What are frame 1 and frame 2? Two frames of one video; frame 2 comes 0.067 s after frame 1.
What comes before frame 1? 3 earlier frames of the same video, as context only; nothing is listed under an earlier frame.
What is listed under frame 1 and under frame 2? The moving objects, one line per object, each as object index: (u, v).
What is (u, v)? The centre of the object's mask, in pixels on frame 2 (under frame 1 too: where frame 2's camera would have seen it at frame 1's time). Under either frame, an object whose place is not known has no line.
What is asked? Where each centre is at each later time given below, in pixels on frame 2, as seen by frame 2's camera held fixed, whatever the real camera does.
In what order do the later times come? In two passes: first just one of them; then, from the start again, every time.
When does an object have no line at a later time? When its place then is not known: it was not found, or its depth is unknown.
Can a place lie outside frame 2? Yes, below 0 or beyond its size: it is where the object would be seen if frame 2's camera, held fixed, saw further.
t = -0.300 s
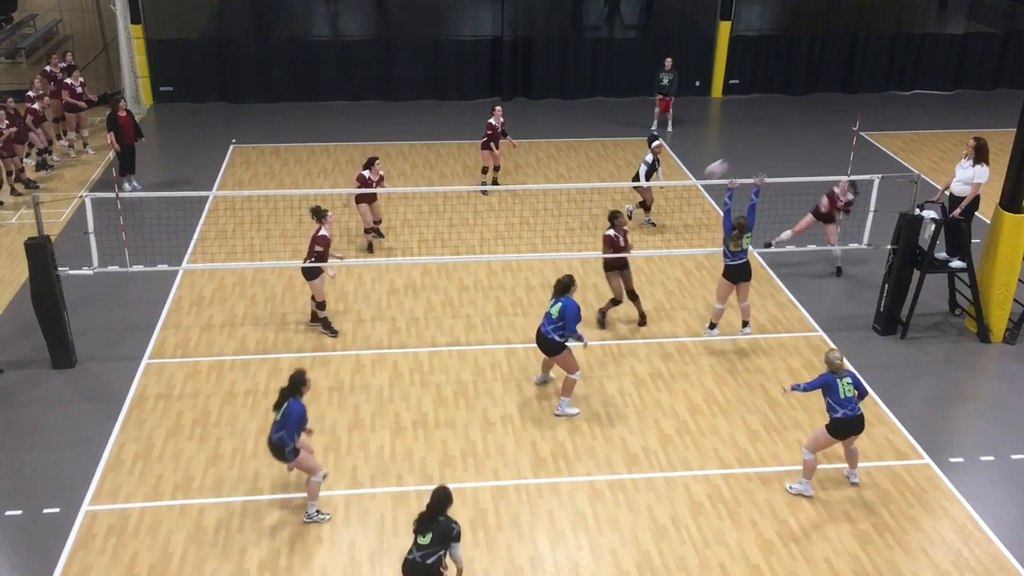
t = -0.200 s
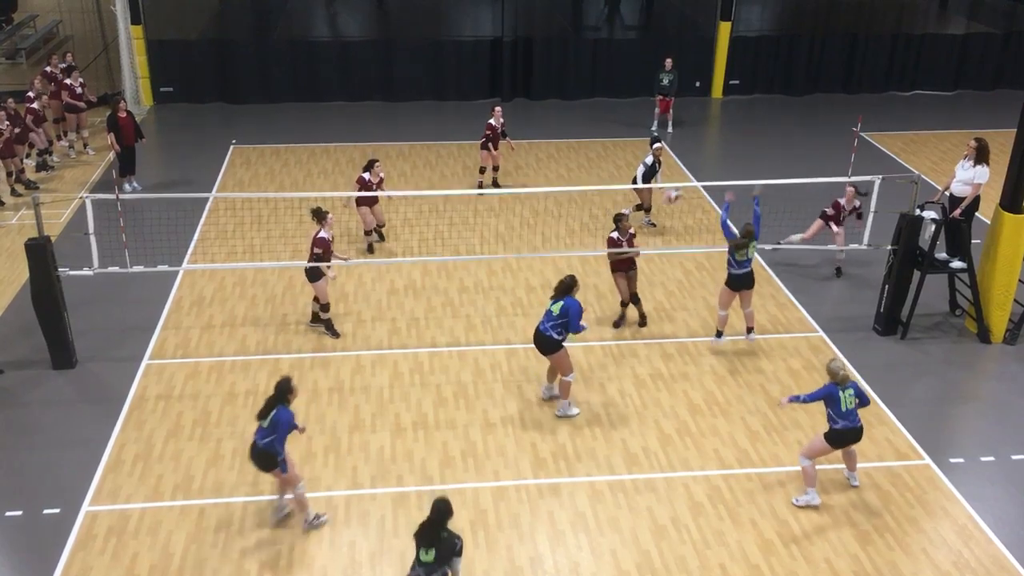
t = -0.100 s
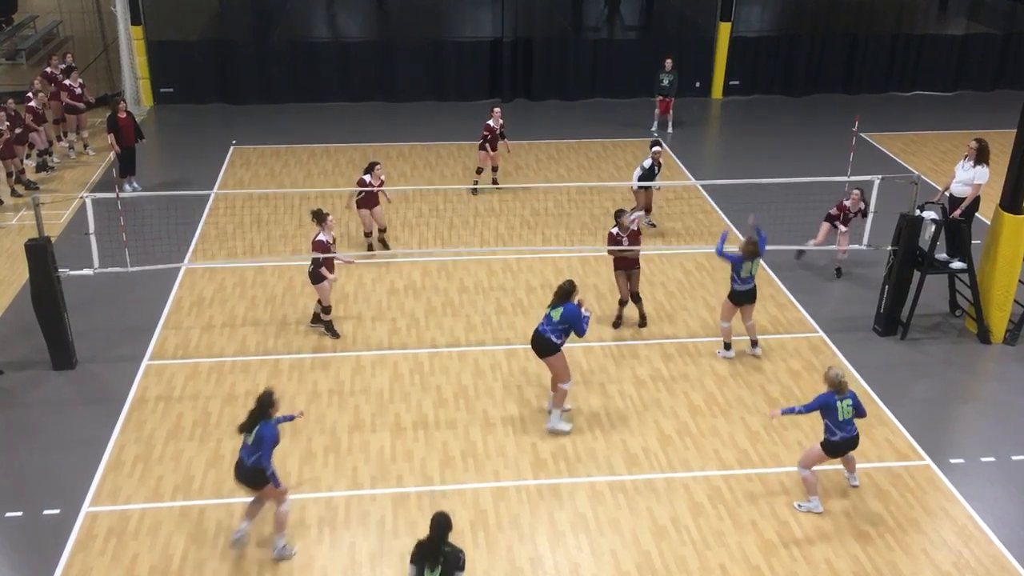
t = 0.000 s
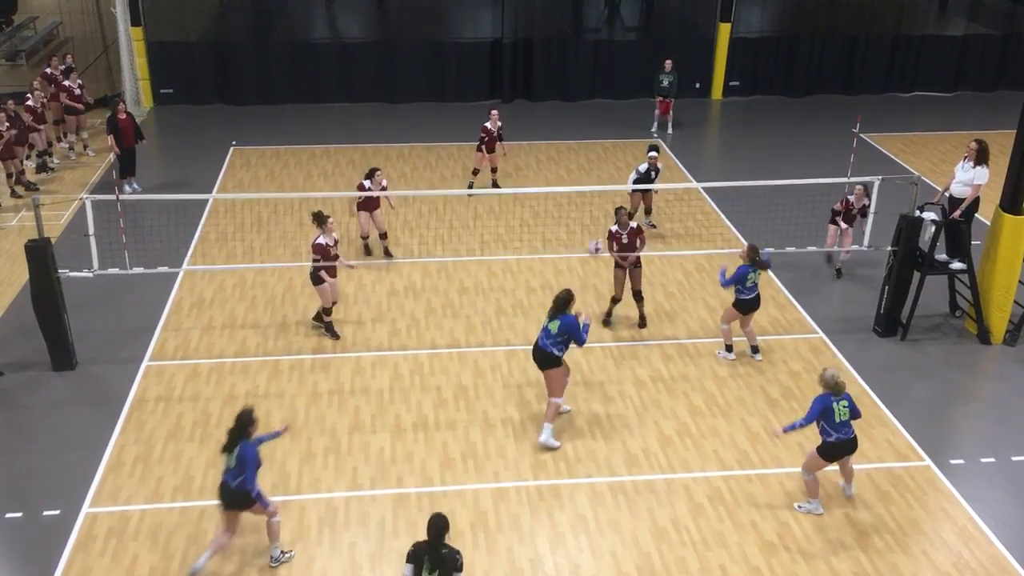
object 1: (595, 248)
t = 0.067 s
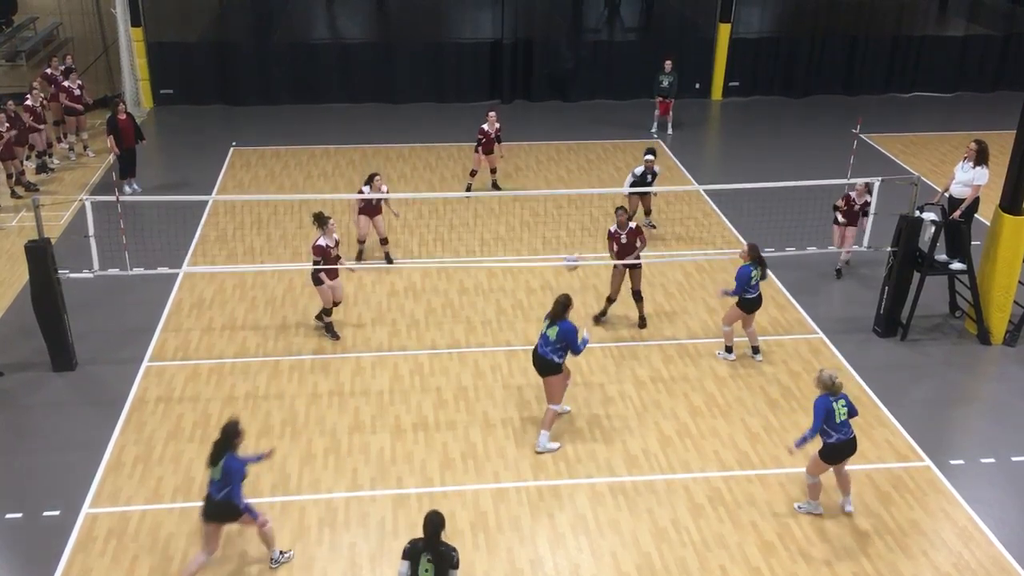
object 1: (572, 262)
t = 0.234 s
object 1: (518, 304)
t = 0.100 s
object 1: (561, 270)
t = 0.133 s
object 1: (550, 277)
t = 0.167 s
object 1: (539, 285)
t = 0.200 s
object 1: (528, 294)
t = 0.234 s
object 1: (518, 304)
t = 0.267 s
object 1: (509, 314)
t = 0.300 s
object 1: (497, 328)
